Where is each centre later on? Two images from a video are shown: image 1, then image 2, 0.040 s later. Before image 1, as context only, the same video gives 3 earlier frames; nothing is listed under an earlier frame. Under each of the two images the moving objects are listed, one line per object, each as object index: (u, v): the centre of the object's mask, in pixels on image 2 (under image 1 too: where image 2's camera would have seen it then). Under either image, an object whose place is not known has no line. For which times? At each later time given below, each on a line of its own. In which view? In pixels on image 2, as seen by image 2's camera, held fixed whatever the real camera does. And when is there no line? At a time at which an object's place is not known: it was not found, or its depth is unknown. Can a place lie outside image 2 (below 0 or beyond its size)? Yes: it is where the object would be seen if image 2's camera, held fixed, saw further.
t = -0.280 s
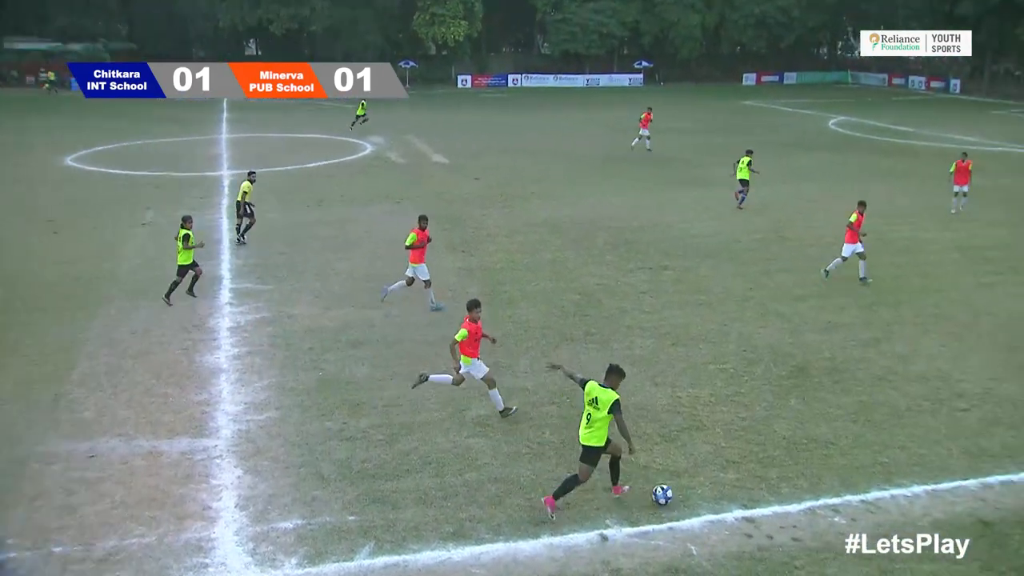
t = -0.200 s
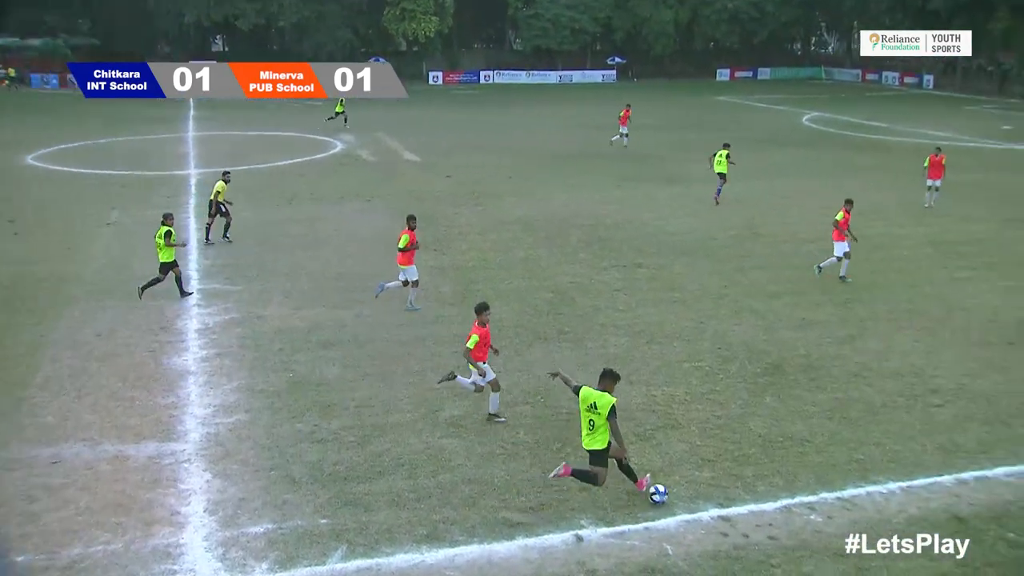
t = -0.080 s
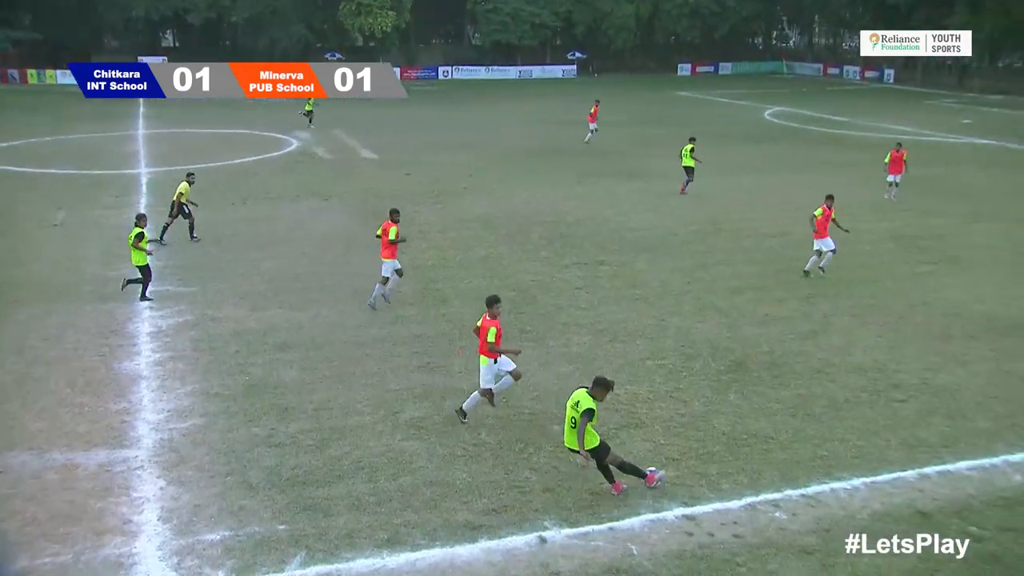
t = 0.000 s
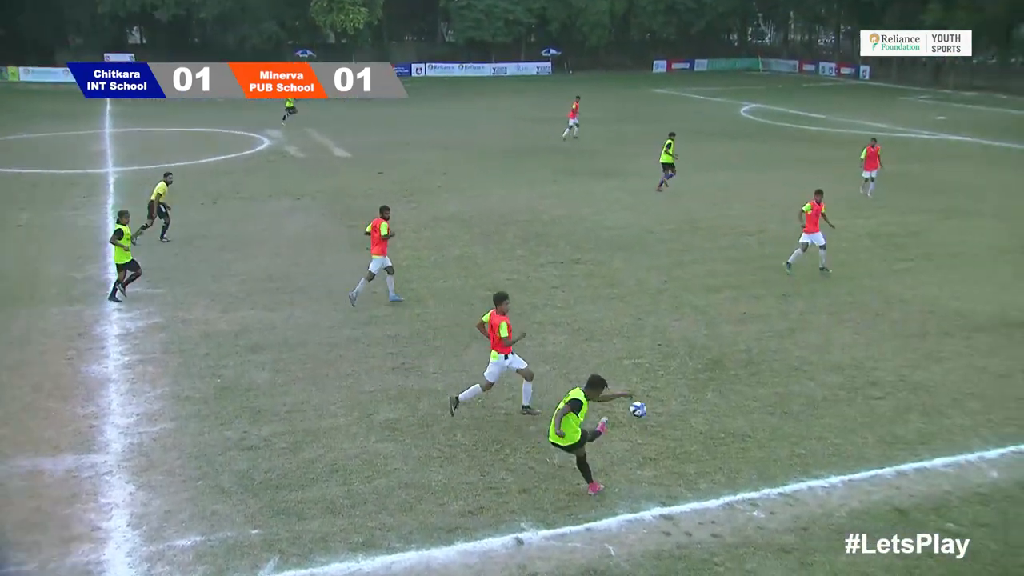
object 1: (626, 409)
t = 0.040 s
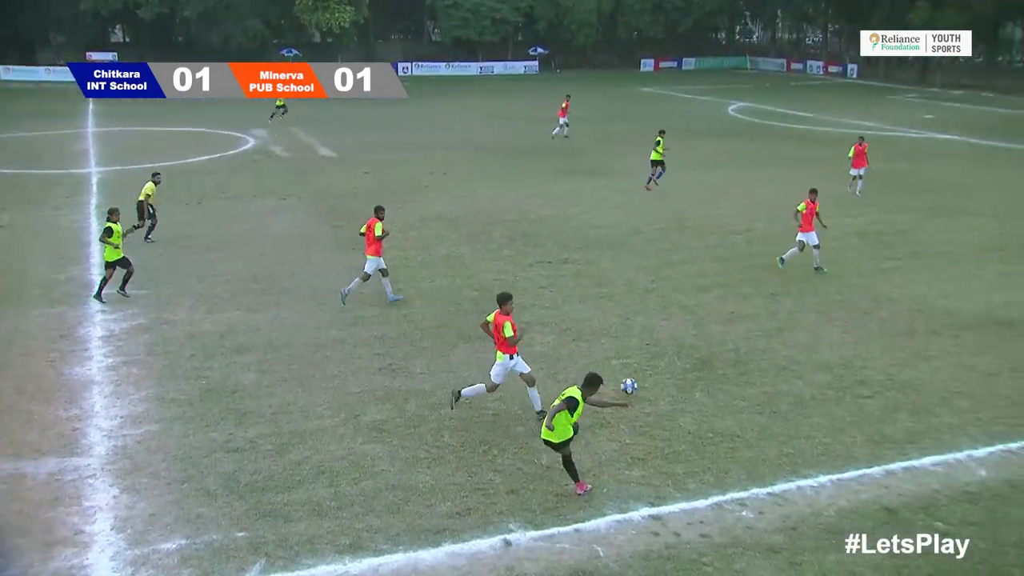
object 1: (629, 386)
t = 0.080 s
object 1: (629, 366)
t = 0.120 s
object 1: (629, 350)
